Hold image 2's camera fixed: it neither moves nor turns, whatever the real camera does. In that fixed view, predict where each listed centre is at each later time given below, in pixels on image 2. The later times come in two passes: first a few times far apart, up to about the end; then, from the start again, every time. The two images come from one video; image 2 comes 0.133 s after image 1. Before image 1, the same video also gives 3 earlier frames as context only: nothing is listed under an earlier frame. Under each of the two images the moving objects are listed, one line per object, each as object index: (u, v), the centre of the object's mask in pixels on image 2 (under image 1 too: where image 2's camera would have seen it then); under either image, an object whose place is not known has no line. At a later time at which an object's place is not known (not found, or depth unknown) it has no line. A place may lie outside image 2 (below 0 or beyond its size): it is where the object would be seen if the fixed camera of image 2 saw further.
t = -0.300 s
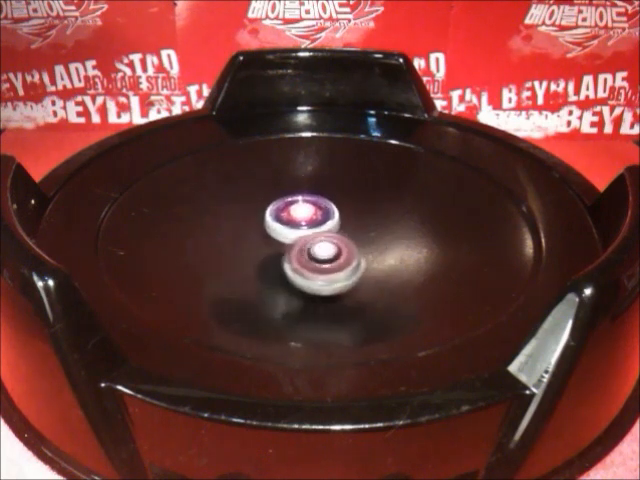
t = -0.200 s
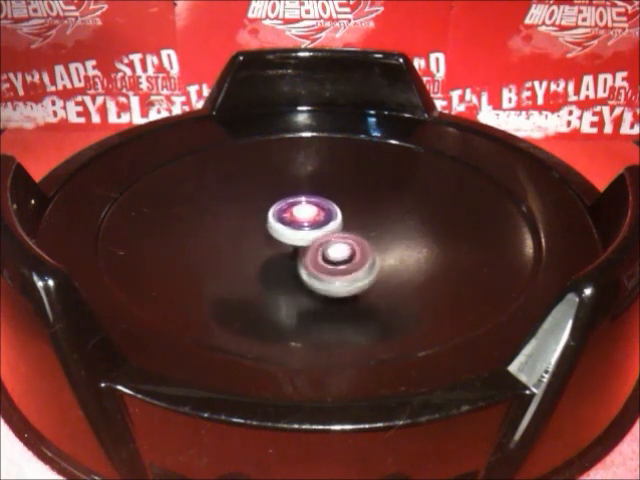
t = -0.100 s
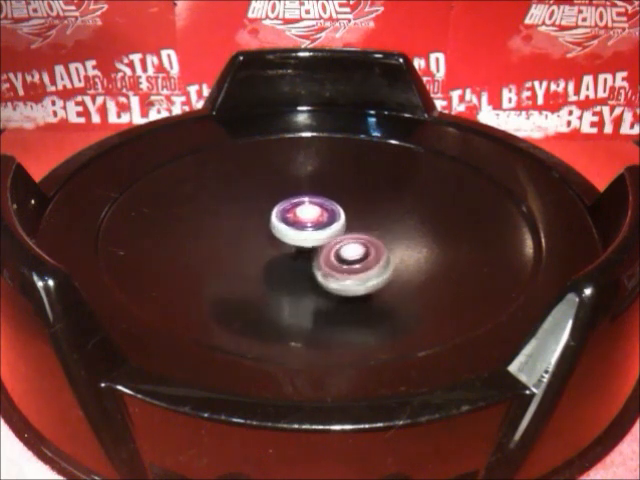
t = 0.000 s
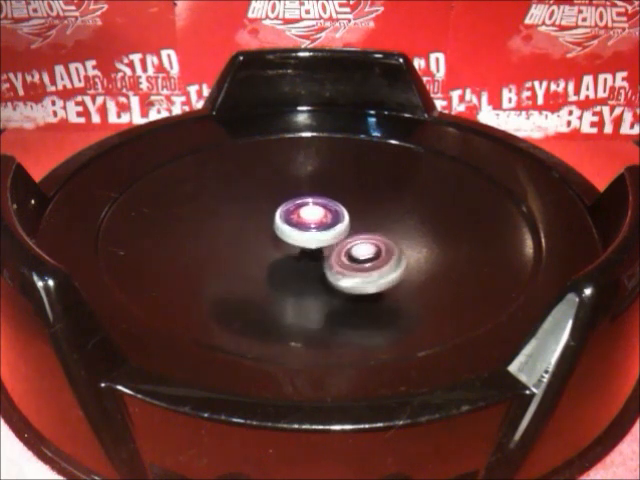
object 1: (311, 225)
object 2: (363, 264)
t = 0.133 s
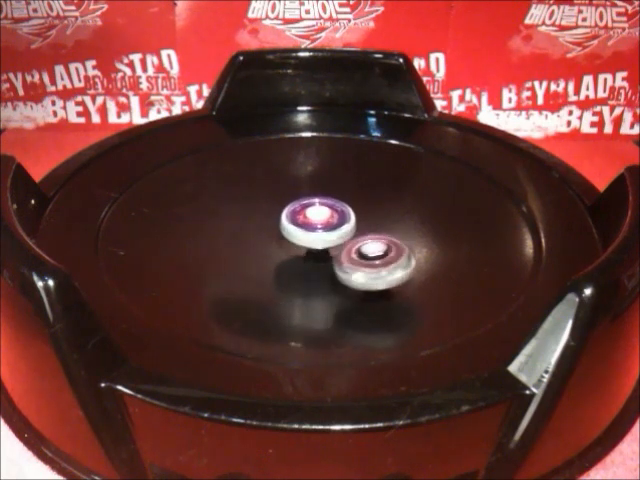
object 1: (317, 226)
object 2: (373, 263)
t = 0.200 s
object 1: (320, 225)
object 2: (374, 261)
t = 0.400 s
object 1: (326, 221)
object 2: (372, 255)
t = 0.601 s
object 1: (321, 214)
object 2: (369, 249)
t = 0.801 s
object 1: (299, 200)
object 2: (383, 253)
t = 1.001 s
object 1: (283, 200)
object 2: (390, 243)
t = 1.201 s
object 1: (280, 206)
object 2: (393, 233)
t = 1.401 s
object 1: (290, 216)
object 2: (391, 223)
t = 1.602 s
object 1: (310, 224)
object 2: (388, 215)
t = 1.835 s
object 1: (303, 231)
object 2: (409, 205)
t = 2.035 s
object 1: (316, 234)
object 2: (397, 203)
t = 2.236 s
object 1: (322, 235)
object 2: (384, 202)
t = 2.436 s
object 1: (307, 241)
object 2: (382, 191)
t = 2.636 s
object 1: (313, 240)
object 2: (368, 185)
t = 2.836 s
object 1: (316, 234)
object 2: (354, 182)
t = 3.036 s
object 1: (316, 226)
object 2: (342, 181)
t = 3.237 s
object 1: (303, 229)
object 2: (337, 173)
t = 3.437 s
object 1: (308, 228)
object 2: (328, 175)
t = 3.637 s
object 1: (315, 226)
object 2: (319, 179)
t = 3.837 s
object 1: (322, 235)
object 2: (309, 176)
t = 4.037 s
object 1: (334, 235)
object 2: (295, 179)
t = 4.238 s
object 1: (338, 232)
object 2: (283, 183)
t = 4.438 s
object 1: (336, 228)
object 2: (273, 188)
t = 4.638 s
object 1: (329, 223)
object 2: (265, 194)
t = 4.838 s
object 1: (332, 224)
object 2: (253, 195)
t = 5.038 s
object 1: (328, 221)
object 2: (250, 200)
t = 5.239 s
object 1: (332, 222)
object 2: (246, 204)
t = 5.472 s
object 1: (337, 222)
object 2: (247, 211)
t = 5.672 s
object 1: (333, 221)
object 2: (251, 220)
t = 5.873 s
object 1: (332, 222)
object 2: (253, 226)
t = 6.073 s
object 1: (334, 222)
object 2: (250, 230)
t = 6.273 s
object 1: (333, 222)
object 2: (254, 233)
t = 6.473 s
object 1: (339, 220)
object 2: (257, 233)
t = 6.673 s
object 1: (340, 216)
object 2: (267, 236)
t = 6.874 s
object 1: (343, 213)
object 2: (269, 243)
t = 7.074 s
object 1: (338, 212)
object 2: (274, 246)
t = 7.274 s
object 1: (329, 213)
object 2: (281, 249)
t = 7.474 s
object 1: (328, 212)
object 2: (286, 252)
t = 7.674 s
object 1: (327, 209)
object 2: (292, 253)
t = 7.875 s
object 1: (323, 208)
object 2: (303, 254)
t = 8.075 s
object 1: (322, 207)
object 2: (308, 257)
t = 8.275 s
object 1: (318, 209)
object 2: (315, 257)
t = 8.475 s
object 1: (317, 209)
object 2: (323, 256)
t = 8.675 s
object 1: (316, 210)
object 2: (331, 257)
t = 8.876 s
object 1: (313, 210)
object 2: (336, 254)
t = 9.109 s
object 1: (310, 207)
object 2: (341, 258)
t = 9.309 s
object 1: (307, 206)
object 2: (347, 253)
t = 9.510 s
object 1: (307, 209)
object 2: (353, 251)
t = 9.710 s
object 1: (309, 215)
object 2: (363, 249)
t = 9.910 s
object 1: (312, 218)
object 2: (371, 247)
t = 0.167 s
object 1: (319, 225)
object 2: (374, 262)
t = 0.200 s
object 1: (320, 225)
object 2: (374, 261)
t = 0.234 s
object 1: (322, 225)
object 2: (374, 260)
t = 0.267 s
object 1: (323, 224)
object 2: (374, 259)
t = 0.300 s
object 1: (324, 224)
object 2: (374, 258)
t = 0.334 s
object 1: (325, 223)
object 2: (374, 257)
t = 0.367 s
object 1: (325, 222)
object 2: (373, 256)
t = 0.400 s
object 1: (326, 221)
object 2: (372, 255)
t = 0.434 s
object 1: (325, 219)
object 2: (373, 255)
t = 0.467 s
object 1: (325, 218)
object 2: (372, 255)
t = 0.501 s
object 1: (324, 216)
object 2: (371, 253)
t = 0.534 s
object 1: (323, 215)
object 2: (370, 252)
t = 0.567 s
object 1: (322, 215)
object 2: (370, 251)
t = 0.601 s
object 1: (321, 214)
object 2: (369, 249)
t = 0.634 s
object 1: (320, 214)
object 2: (369, 248)
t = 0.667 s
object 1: (318, 213)
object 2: (368, 246)
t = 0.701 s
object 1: (316, 212)
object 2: (368, 245)
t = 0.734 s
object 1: (309, 206)
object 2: (378, 250)
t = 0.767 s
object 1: (303, 202)
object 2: (383, 253)
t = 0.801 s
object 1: (299, 200)
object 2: (383, 253)
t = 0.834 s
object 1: (296, 200)
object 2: (384, 251)
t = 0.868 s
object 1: (293, 199)
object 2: (385, 250)
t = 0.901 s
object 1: (290, 199)
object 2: (386, 248)
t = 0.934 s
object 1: (287, 199)
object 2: (387, 246)
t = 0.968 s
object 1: (285, 200)
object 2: (388, 245)
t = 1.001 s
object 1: (283, 200)
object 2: (390, 243)
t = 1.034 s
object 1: (282, 200)
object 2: (390, 241)
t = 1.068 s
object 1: (281, 201)
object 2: (391, 239)
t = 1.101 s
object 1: (280, 202)
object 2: (391, 238)
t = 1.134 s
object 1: (280, 203)
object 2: (392, 236)
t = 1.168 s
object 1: (280, 204)
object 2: (392, 234)
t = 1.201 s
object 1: (280, 206)
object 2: (393, 233)
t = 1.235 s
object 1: (281, 207)
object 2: (393, 231)
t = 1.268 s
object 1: (282, 209)
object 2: (393, 229)
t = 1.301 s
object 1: (283, 211)
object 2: (392, 227)
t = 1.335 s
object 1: (285, 212)
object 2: (392, 226)
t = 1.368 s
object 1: (287, 214)
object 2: (392, 225)
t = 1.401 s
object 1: (290, 216)
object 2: (391, 223)
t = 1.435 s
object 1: (293, 217)
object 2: (391, 222)
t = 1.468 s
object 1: (296, 219)
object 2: (390, 220)
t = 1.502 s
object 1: (300, 220)
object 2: (389, 219)
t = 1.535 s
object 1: (303, 222)
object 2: (389, 217)
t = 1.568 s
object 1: (307, 223)
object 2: (388, 216)
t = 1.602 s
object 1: (310, 224)
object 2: (388, 215)
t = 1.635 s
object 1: (303, 225)
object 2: (399, 212)
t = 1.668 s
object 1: (298, 226)
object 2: (407, 211)
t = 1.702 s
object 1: (297, 226)
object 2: (409, 210)
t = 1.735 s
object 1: (298, 227)
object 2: (409, 208)
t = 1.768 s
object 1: (299, 229)
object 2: (409, 207)
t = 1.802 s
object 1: (301, 230)
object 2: (409, 205)
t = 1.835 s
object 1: (303, 231)
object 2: (409, 205)
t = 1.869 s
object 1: (305, 231)
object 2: (408, 204)
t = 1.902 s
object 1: (307, 233)
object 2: (406, 203)
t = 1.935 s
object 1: (310, 233)
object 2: (405, 203)
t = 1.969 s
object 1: (312, 234)
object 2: (402, 203)
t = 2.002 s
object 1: (314, 234)
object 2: (400, 203)
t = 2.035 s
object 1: (316, 234)
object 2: (397, 203)
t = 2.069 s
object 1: (318, 235)
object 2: (395, 203)
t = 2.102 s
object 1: (320, 235)
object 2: (392, 203)
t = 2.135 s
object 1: (322, 235)
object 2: (390, 203)
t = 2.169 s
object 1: (324, 234)
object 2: (387, 203)
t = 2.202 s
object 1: (325, 234)
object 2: (385, 203)
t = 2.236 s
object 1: (322, 235)
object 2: (384, 202)
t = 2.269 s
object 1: (313, 238)
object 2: (390, 197)
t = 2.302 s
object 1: (307, 240)
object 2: (391, 194)
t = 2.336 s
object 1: (306, 240)
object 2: (389, 194)
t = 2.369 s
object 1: (306, 241)
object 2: (386, 193)
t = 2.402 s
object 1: (307, 241)
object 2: (384, 192)
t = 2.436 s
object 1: (307, 241)
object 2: (382, 191)
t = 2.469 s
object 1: (308, 241)
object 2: (380, 190)
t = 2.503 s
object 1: (309, 241)
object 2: (377, 189)
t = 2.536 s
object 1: (310, 241)
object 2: (375, 188)
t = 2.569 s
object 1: (311, 241)
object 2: (372, 187)
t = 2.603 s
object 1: (312, 240)
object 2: (370, 186)
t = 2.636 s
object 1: (313, 240)
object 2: (368, 185)
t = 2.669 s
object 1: (314, 239)
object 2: (365, 185)
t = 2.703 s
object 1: (315, 238)
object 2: (363, 184)
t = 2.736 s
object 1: (315, 237)
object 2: (361, 183)
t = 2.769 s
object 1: (316, 236)
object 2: (358, 183)
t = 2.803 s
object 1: (316, 235)
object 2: (356, 183)
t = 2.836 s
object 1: (316, 234)
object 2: (354, 182)
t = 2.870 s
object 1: (317, 233)
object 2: (352, 182)
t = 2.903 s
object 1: (317, 232)
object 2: (350, 182)
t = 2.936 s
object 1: (317, 230)
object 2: (348, 182)
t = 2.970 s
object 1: (317, 229)
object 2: (346, 182)
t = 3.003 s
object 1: (316, 227)
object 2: (344, 182)
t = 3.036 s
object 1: (316, 226)
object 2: (342, 181)
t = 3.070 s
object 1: (316, 225)
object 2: (340, 181)
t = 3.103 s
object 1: (315, 223)
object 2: (338, 180)
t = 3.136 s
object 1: (311, 225)
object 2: (338, 178)
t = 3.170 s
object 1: (307, 227)
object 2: (340, 174)
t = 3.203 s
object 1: (304, 229)
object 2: (339, 174)
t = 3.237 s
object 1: (303, 229)
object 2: (337, 173)
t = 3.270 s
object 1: (303, 229)
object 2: (335, 173)
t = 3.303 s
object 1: (304, 228)
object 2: (333, 173)
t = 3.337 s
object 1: (305, 228)
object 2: (332, 173)
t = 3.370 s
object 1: (306, 228)
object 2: (331, 174)
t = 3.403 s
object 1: (307, 228)
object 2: (329, 174)
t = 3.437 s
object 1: (308, 228)
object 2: (328, 175)
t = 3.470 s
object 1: (310, 227)
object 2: (327, 176)
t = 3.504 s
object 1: (310, 227)
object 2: (325, 177)
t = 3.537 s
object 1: (312, 227)
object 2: (324, 177)
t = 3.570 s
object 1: (313, 227)
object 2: (322, 178)
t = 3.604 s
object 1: (314, 227)
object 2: (321, 178)
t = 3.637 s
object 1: (315, 226)
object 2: (319, 179)
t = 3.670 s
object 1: (316, 226)
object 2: (317, 180)
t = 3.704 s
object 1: (316, 228)
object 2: (315, 180)
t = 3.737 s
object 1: (316, 232)
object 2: (315, 176)
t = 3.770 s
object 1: (317, 234)
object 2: (314, 174)
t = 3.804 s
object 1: (319, 235)
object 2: (312, 175)
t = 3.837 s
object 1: (322, 235)
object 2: (309, 176)
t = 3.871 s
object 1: (324, 235)
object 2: (307, 176)
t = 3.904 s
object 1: (327, 236)
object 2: (304, 176)
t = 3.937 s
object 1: (329, 236)
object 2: (302, 177)
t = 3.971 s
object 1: (331, 235)
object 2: (299, 177)
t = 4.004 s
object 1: (332, 235)
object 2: (297, 178)
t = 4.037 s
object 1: (334, 235)
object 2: (295, 179)
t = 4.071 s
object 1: (335, 235)
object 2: (293, 179)
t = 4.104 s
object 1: (336, 234)
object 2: (290, 180)
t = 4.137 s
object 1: (337, 234)
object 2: (288, 181)
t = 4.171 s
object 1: (337, 233)
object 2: (287, 181)
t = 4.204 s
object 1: (338, 233)
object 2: (285, 182)
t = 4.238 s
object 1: (338, 232)
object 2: (283, 183)
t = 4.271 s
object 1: (338, 231)
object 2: (281, 184)
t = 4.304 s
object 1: (338, 231)
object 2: (279, 185)
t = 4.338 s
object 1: (338, 230)
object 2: (278, 185)
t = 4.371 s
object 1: (337, 229)
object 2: (276, 186)
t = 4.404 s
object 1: (337, 228)
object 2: (274, 187)
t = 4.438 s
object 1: (336, 228)
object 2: (273, 188)
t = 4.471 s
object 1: (335, 227)
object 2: (272, 189)
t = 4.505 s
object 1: (334, 226)
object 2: (270, 190)
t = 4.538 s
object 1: (333, 225)
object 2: (269, 191)
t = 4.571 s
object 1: (332, 224)
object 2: (268, 192)
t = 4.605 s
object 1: (331, 223)
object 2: (266, 193)
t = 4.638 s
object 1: (329, 223)
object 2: (265, 194)
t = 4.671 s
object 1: (327, 222)
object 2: (264, 195)
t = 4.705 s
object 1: (326, 222)
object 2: (262, 196)
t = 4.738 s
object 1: (330, 223)
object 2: (257, 194)
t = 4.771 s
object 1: (332, 224)
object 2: (254, 194)
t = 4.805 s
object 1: (332, 224)
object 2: (254, 195)
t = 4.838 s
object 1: (332, 224)
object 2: (253, 195)
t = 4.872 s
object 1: (331, 223)
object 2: (251, 196)
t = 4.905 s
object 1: (331, 223)
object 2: (250, 197)
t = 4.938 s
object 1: (330, 223)
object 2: (250, 197)
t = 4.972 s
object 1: (330, 222)
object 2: (249, 198)
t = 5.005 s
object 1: (329, 222)
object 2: (249, 199)
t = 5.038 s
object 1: (328, 221)
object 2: (250, 200)
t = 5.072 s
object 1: (328, 221)
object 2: (250, 201)
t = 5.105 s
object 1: (327, 221)
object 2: (250, 202)
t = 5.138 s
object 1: (326, 221)
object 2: (251, 203)
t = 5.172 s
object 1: (325, 220)
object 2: (252, 204)
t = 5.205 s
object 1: (326, 221)
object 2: (251, 205)
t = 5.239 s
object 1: (332, 222)
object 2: (246, 204)
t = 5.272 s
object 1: (334, 223)
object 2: (246, 203)
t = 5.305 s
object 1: (335, 223)
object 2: (246, 205)
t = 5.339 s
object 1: (336, 223)
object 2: (246, 206)
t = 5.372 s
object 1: (337, 223)
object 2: (246, 207)
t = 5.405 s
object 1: (337, 223)
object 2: (246, 208)
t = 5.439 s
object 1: (337, 222)
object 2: (247, 210)
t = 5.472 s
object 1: (337, 222)
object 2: (247, 211)
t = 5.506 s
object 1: (337, 222)
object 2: (248, 212)
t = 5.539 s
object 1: (336, 222)
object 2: (249, 214)
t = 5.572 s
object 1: (336, 222)
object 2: (249, 215)
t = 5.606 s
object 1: (335, 222)
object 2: (250, 217)
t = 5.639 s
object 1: (334, 222)
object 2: (251, 218)
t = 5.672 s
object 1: (333, 221)
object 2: (251, 220)
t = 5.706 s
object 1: (332, 221)
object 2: (253, 221)
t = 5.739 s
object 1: (331, 222)
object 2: (254, 223)
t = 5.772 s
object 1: (331, 221)
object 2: (253, 224)
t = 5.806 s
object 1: (331, 221)
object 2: (253, 225)
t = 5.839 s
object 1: (331, 221)
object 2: (254, 225)
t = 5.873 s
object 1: (332, 222)
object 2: (253, 226)
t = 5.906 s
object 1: (332, 222)
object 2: (254, 227)
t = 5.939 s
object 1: (331, 222)
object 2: (254, 229)
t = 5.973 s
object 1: (330, 222)
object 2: (253, 229)
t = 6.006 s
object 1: (332, 222)
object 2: (251, 230)
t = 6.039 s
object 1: (334, 222)
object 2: (249, 229)
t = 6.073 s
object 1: (334, 222)
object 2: (250, 230)
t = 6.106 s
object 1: (334, 222)
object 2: (251, 231)
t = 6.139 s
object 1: (334, 222)
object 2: (251, 231)
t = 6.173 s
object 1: (334, 222)
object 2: (251, 232)
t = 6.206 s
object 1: (334, 222)
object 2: (252, 232)
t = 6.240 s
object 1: (333, 222)
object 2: (253, 233)
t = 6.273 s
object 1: (333, 222)
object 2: (254, 233)
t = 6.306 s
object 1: (332, 221)
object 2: (256, 233)
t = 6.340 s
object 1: (331, 221)
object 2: (257, 234)
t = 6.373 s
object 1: (332, 221)
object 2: (257, 234)
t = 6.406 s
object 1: (333, 221)
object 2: (258, 233)
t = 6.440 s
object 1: (336, 220)
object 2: (258, 234)
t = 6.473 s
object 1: (339, 220)
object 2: (257, 233)
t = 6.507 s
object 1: (340, 219)
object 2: (259, 233)
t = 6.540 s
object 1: (341, 218)
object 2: (260, 234)
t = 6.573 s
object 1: (341, 218)
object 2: (262, 235)
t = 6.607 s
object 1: (341, 217)
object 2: (263, 235)
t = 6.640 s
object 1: (341, 217)
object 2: (265, 236)
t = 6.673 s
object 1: (340, 216)
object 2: (267, 236)
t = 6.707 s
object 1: (340, 216)
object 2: (269, 237)
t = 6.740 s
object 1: (339, 216)
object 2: (271, 238)
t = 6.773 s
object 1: (338, 216)
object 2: (273, 239)
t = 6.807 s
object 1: (338, 215)
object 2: (275, 240)
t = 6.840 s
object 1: (341, 214)
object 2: (271, 242)
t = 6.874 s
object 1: (343, 213)
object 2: (269, 243)
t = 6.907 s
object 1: (343, 213)
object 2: (270, 243)
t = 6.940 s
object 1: (343, 212)
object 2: (272, 244)
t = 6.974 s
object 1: (342, 212)
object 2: (272, 245)
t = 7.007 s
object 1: (341, 212)
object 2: (273, 245)
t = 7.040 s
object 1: (340, 212)
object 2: (273, 246)
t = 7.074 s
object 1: (338, 212)
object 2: (274, 246)
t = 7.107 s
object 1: (337, 212)
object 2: (275, 247)
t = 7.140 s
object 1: (335, 212)
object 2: (276, 247)
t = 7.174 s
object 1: (333, 213)
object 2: (278, 248)
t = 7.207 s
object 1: (332, 213)
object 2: (278, 248)
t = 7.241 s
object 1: (331, 213)
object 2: (280, 249)
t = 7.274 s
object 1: (329, 213)
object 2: (281, 249)
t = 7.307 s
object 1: (328, 213)
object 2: (283, 249)
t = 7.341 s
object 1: (328, 213)
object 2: (282, 251)
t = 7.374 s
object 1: (328, 213)
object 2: (281, 251)
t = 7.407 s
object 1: (328, 213)
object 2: (283, 249)
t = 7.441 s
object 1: (328, 212)
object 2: (286, 250)
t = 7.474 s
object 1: (328, 212)
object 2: (286, 252)
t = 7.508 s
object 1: (329, 211)
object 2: (284, 253)
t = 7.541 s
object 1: (329, 210)
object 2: (285, 252)
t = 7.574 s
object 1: (329, 210)
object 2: (288, 252)
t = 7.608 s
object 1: (328, 210)
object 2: (289, 252)
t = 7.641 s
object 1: (328, 209)
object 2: (291, 252)
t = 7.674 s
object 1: (327, 209)
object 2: (292, 253)
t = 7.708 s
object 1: (326, 209)
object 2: (294, 253)
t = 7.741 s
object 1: (325, 208)
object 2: (296, 253)
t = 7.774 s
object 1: (324, 208)
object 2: (297, 253)
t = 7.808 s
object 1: (324, 208)
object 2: (299, 253)
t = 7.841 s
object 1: (323, 208)
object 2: (301, 253)
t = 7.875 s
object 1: (323, 208)
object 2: (303, 254)
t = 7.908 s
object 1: (323, 208)
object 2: (302, 257)
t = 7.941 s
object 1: (324, 207)
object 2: (301, 258)
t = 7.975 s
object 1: (324, 207)
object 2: (303, 257)
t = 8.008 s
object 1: (323, 207)
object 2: (305, 257)
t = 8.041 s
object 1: (323, 207)
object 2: (307, 257)
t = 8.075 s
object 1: (322, 207)
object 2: (308, 257)
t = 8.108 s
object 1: (321, 207)
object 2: (309, 257)
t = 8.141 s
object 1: (321, 208)
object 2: (311, 257)
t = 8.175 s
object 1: (320, 208)
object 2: (312, 257)
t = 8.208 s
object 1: (320, 208)
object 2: (313, 257)
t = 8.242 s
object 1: (319, 209)
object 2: (314, 257)
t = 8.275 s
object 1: (318, 209)
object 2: (315, 257)
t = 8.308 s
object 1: (318, 209)
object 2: (317, 257)
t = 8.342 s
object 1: (318, 210)
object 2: (318, 257)
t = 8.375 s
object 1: (317, 210)
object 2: (319, 258)
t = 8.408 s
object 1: (318, 209)
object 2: (319, 258)
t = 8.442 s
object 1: (318, 209)
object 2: (320, 257)
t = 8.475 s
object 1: (317, 209)
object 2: (323, 256)
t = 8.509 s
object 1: (317, 210)
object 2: (325, 257)
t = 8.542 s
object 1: (317, 210)
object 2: (326, 257)
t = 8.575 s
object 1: (316, 210)
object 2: (326, 257)
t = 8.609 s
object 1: (316, 210)
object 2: (327, 256)
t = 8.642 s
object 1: (316, 210)
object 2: (330, 256)
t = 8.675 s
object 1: (316, 210)
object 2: (331, 257)
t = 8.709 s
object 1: (316, 209)
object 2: (331, 257)
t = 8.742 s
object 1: (315, 209)
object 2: (331, 256)
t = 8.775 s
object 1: (315, 210)
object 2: (333, 255)
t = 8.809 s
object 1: (314, 210)
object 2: (335, 255)
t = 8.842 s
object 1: (313, 210)
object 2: (335, 255)
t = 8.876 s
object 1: (313, 210)
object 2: (336, 254)
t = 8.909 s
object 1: (313, 211)
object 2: (337, 254)
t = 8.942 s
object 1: (312, 211)
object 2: (339, 254)
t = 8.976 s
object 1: (312, 211)
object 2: (339, 255)
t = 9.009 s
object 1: (312, 210)
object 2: (339, 255)
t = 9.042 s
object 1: (312, 210)
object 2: (340, 255)
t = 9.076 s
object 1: (311, 208)
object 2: (341, 257)
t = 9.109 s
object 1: (310, 207)
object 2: (341, 258)
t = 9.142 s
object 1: (310, 206)
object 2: (341, 256)
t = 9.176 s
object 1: (309, 206)
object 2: (343, 255)
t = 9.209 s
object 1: (308, 206)
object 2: (345, 255)
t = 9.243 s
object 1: (308, 206)
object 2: (346, 254)
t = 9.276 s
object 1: (307, 206)
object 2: (346, 253)
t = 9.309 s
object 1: (307, 206)
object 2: (347, 253)
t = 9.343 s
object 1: (306, 206)
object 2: (348, 253)
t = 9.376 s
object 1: (306, 207)
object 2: (350, 253)
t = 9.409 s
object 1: (306, 207)
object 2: (351, 253)
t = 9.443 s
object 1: (306, 208)
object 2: (351, 252)
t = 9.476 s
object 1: (307, 209)
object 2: (352, 251)
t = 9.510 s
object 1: (307, 209)
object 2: (353, 251)
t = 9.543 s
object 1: (307, 210)
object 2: (355, 250)
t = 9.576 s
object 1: (307, 211)
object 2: (356, 250)
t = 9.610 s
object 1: (308, 212)
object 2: (357, 249)
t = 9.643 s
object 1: (308, 213)
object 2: (359, 248)
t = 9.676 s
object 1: (309, 214)
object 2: (361, 248)
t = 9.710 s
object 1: (309, 215)
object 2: (363, 249)
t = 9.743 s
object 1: (310, 215)
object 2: (364, 249)
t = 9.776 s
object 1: (311, 216)
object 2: (366, 247)
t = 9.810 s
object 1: (312, 217)
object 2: (367, 247)
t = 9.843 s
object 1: (312, 217)
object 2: (369, 247)
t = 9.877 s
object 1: (312, 218)
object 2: (369, 246)
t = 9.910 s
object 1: (312, 218)
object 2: (371, 247)
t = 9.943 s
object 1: (311, 218)
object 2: (370, 247)
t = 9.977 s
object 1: (312, 218)
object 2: (369, 246)
